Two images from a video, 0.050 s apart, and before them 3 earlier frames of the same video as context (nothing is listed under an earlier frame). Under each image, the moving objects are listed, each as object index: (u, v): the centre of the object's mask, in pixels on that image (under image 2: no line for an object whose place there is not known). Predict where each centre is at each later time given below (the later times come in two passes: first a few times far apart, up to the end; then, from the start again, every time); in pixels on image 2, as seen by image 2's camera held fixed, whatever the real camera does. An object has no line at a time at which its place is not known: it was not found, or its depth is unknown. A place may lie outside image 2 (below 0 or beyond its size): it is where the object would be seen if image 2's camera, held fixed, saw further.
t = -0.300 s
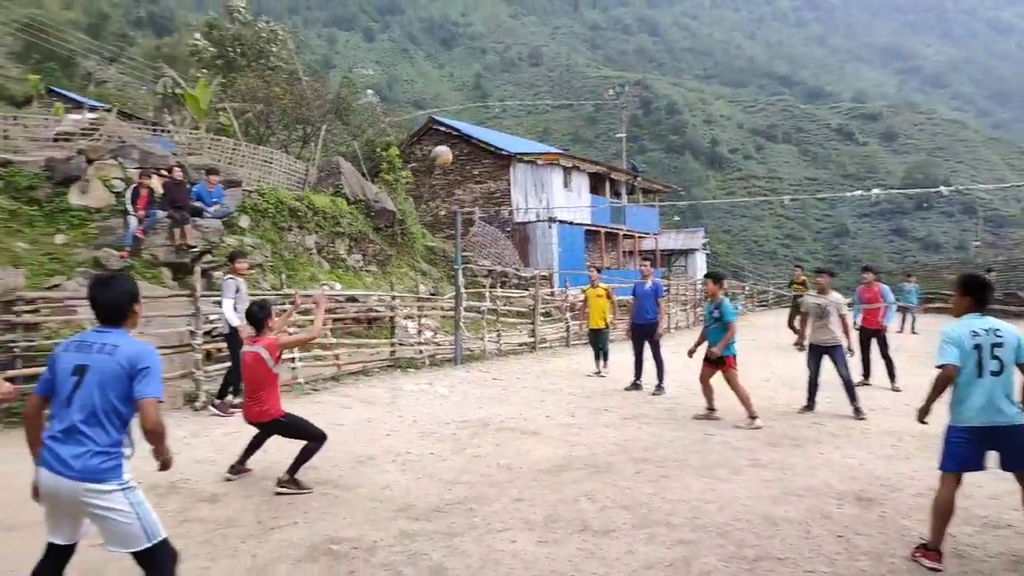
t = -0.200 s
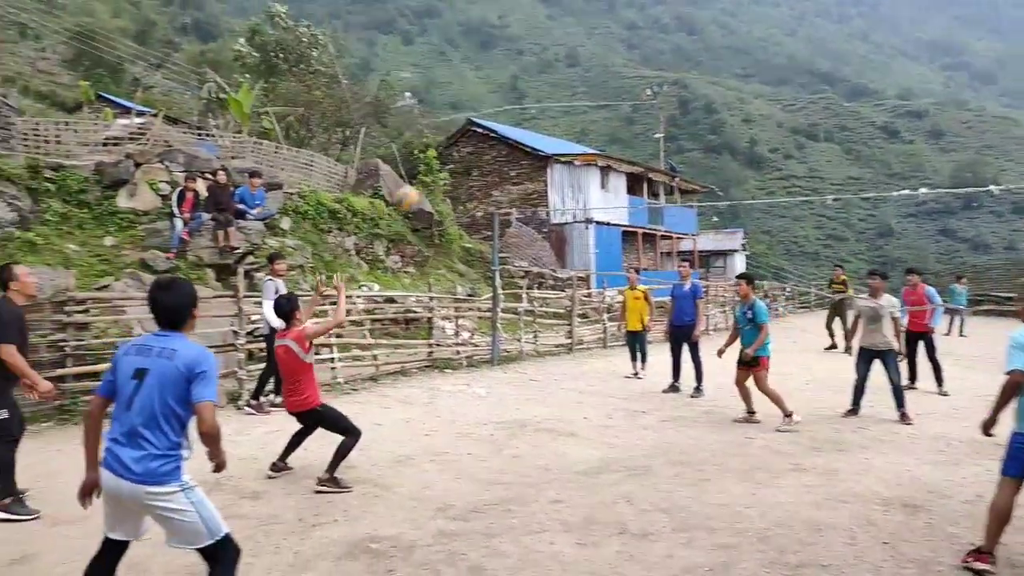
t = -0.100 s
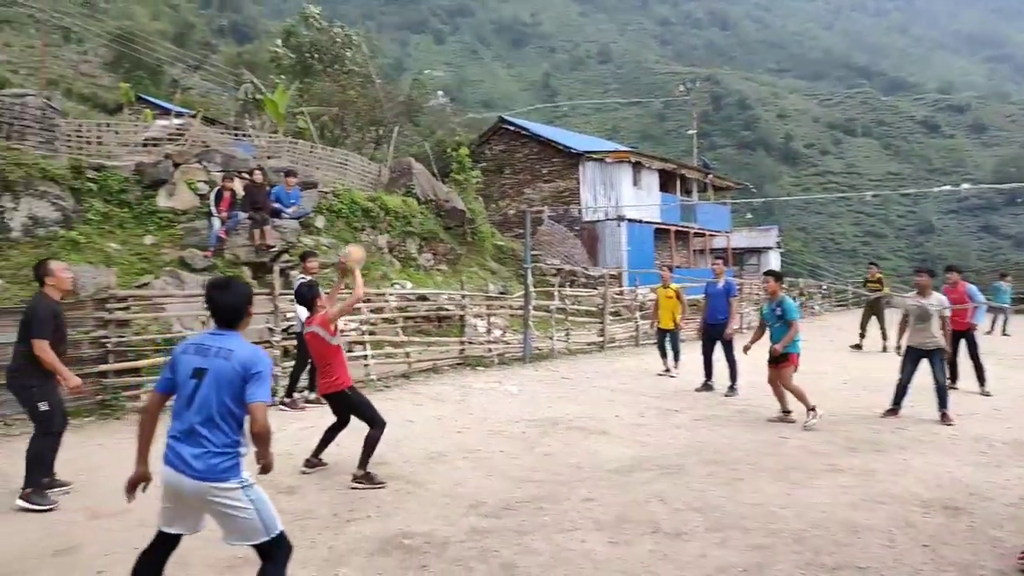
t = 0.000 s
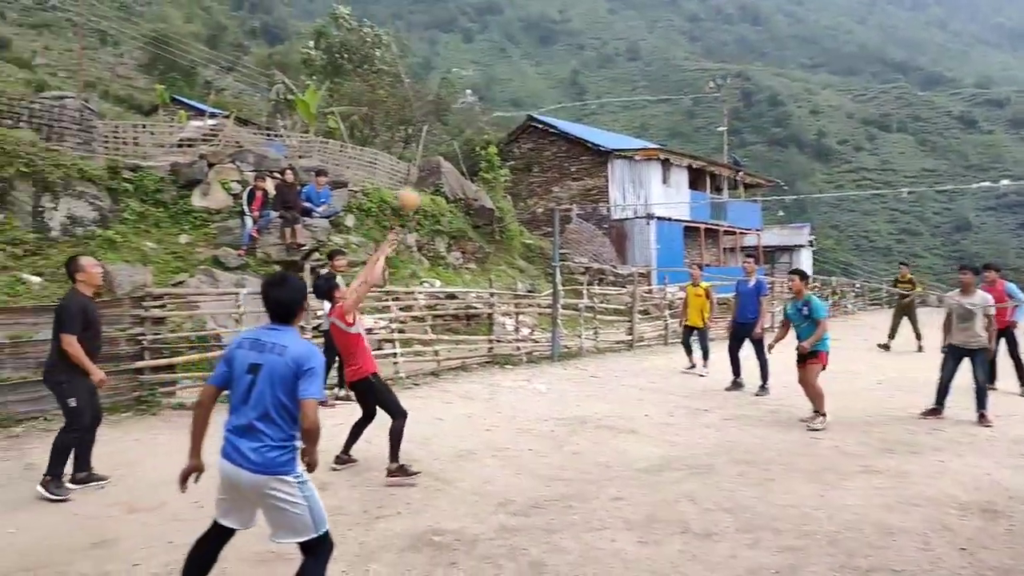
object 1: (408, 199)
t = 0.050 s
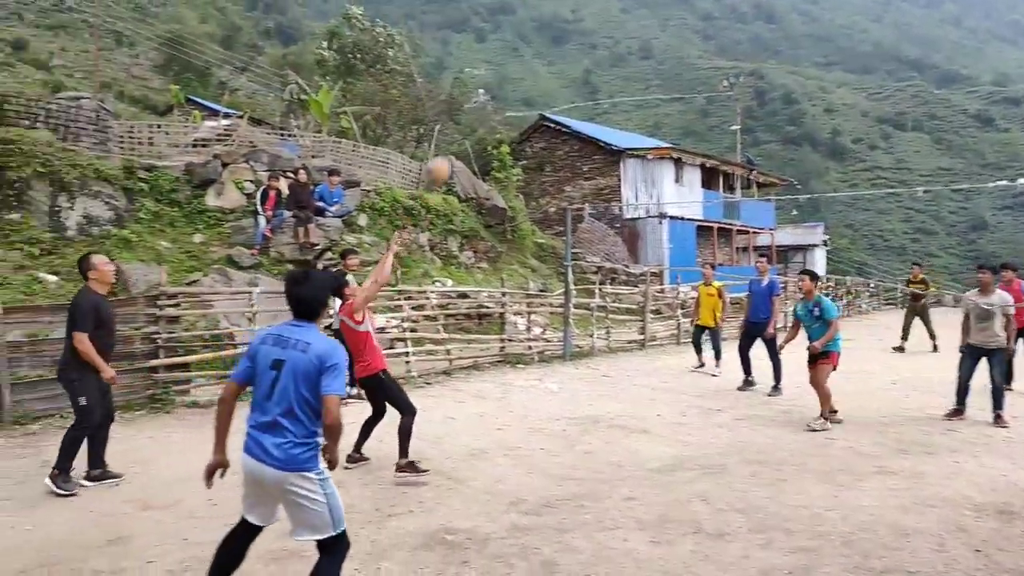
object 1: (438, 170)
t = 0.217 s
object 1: (499, 95)
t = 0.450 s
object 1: (575, 52)
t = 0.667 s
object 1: (637, 65)
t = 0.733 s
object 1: (654, 77)
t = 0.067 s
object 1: (444, 160)
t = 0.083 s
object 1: (451, 152)
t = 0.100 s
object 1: (457, 143)
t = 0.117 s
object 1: (463, 137)
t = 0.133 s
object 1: (469, 129)
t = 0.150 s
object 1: (475, 121)
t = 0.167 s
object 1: (482, 115)
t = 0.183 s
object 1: (487, 109)
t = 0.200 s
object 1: (494, 102)
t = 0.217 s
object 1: (499, 95)
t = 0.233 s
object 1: (504, 91)
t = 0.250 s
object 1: (510, 86)
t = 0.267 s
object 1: (516, 81)
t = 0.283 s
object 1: (522, 78)
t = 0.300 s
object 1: (527, 74)
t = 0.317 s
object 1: (533, 70)
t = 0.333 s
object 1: (538, 66)
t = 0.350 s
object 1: (544, 63)
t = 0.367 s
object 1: (549, 60)
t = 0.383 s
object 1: (554, 58)
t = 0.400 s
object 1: (559, 56)
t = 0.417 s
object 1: (564, 54)
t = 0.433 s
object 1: (570, 53)
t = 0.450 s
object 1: (575, 52)
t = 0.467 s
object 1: (580, 51)
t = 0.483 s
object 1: (585, 50)
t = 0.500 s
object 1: (590, 50)
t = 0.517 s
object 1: (595, 50)
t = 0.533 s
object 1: (600, 51)
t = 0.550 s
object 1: (605, 51)
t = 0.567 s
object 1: (610, 52)
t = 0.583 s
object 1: (614, 54)
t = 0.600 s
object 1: (619, 55)
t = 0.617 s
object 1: (623, 57)
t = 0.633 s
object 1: (628, 60)
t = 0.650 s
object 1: (632, 62)
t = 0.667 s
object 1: (637, 65)
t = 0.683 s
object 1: (641, 67)
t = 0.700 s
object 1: (646, 71)
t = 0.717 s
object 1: (651, 75)
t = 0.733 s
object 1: (654, 77)
